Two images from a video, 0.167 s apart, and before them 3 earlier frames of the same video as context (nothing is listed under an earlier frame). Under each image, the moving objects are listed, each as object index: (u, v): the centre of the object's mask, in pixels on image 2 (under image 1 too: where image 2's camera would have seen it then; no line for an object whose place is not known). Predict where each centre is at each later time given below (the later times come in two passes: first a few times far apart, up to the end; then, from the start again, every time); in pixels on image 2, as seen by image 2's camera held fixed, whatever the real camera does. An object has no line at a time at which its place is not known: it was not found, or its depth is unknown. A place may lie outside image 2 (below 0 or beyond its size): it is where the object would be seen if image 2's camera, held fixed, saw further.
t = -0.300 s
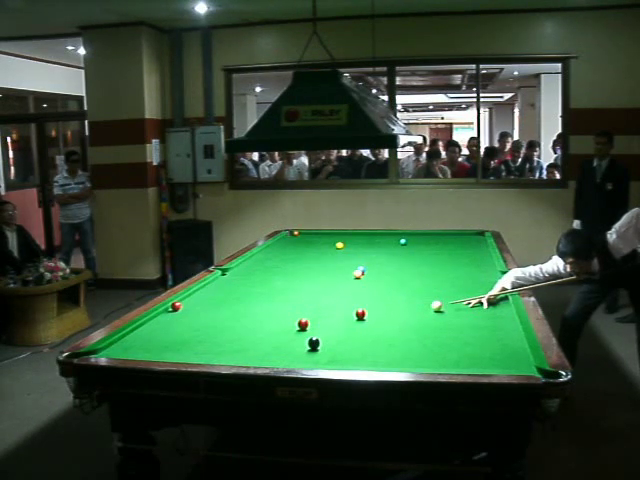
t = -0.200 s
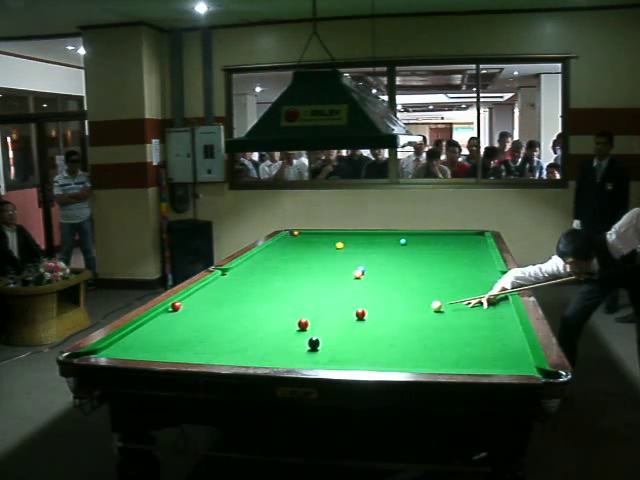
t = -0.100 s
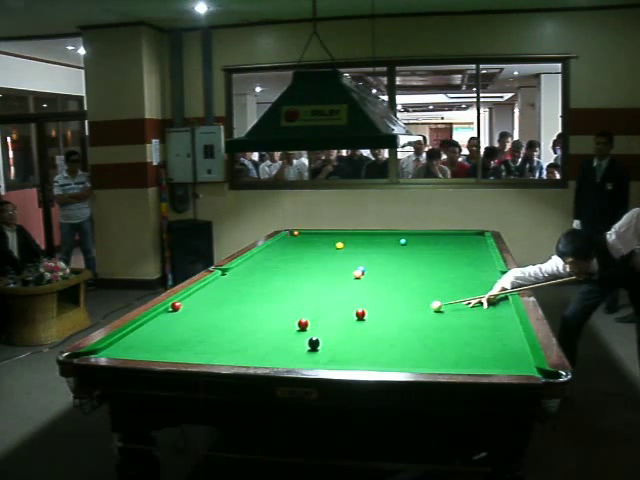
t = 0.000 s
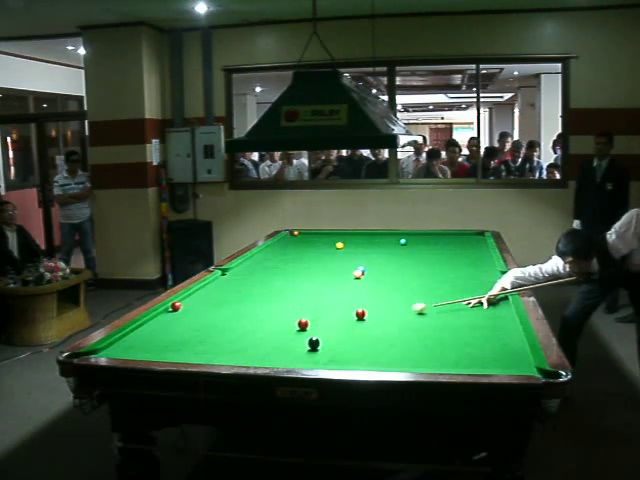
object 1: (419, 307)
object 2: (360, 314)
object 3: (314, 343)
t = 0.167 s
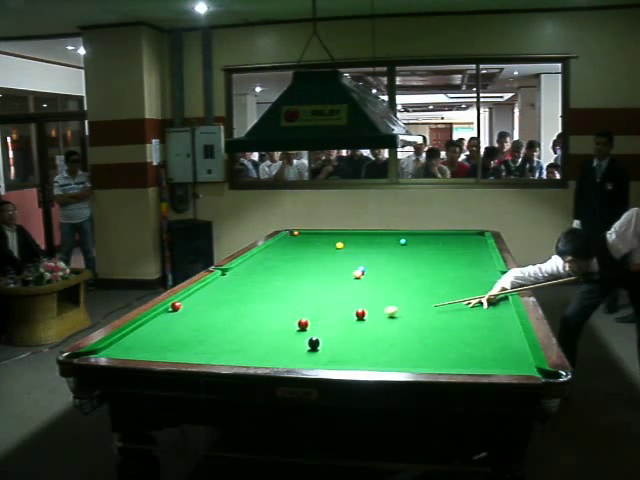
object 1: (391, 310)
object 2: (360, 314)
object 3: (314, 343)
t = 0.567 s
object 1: (362, 319)
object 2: (328, 315)
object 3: (314, 343)
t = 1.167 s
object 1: (340, 330)
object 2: (275, 315)
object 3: (314, 343)
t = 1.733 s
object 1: (323, 340)
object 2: (232, 314)
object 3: (314, 343)
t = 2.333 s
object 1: (321, 341)
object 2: (196, 314)
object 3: (302, 347)
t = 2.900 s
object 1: (321, 341)
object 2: (168, 315)
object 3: (298, 349)
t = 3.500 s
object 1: (321, 342)
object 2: (168, 315)
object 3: (298, 350)
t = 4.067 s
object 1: (321, 341)
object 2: (173, 315)
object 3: (298, 350)
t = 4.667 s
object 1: (321, 341)
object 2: (174, 315)
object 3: (298, 349)
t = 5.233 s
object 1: (321, 341)
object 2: (174, 315)
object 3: (298, 349)
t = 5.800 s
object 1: (321, 341)
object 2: (174, 315)
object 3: (297, 349)
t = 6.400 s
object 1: (321, 341)
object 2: (174, 315)
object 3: (297, 349)
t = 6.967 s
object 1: (322, 341)
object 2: (174, 315)
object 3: (298, 349)
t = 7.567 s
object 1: (321, 341)
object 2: (174, 315)
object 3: (297, 349)
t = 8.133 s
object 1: (321, 341)
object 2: (174, 315)
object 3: (298, 349)
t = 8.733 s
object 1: (321, 341)
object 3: (298, 349)
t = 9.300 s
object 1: (321, 341)
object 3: (298, 350)
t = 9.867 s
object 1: (321, 341)
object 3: (298, 350)
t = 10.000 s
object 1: (321, 341)
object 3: (298, 349)
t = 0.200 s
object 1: (385, 311)
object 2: (360, 314)
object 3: (314, 343)
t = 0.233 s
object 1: (379, 312)
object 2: (360, 314)
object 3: (314, 343)
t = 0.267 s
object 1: (374, 313)
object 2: (360, 314)
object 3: (314, 343)
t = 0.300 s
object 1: (371, 314)
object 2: (358, 314)
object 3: (314, 343)
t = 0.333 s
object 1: (370, 315)
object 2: (353, 314)
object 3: (314, 343)
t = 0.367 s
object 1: (369, 315)
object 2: (349, 314)
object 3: (314, 343)
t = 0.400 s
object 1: (368, 316)
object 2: (345, 314)
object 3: (314, 343)
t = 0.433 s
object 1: (367, 316)
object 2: (341, 314)
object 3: (314, 343)
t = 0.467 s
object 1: (366, 317)
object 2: (338, 314)
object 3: (313, 343)
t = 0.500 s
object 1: (364, 318)
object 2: (335, 314)
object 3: (314, 343)
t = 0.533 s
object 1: (363, 319)
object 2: (332, 315)
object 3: (314, 343)
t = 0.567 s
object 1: (362, 319)
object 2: (328, 315)
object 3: (314, 343)
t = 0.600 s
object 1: (361, 320)
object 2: (325, 315)
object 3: (314, 343)
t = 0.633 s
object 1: (359, 320)
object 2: (322, 315)
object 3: (314, 343)
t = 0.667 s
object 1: (358, 321)
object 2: (319, 315)
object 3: (314, 343)
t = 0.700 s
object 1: (357, 322)
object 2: (316, 314)
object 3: (314, 343)
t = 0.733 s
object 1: (355, 322)
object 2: (313, 315)
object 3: (314, 343)
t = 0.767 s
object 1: (355, 323)
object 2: (310, 314)
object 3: (314, 343)
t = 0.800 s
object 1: (353, 324)
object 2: (307, 314)
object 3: (314, 343)
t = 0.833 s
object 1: (352, 325)
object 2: (304, 314)
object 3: (314, 343)
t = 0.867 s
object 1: (350, 325)
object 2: (300, 314)
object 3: (314, 343)
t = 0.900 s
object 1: (349, 326)
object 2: (297, 315)
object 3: (314, 343)
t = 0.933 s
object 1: (348, 326)
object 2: (295, 315)
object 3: (314, 343)
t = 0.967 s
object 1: (347, 327)
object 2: (292, 314)
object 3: (314, 343)
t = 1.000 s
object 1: (346, 327)
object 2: (289, 315)
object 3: (314, 343)
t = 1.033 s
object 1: (345, 328)
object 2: (286, 315)
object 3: (314, 343)
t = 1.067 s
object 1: (344, 329)
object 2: (283, 315)
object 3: (314, 343)
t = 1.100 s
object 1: (342, 329)
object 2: (281, 315)
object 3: (314, 343)
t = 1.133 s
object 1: (341, 330)
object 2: (278, 315)
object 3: (314, 343)
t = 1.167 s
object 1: (340, 330)
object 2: (275, 315)
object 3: (314, 343)
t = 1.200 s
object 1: (339, 331)
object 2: (272, 315)
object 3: (314, 343)
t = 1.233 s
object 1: (338, 331)
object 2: (270, 315)
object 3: (314, 343)
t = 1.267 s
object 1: (337, 332)
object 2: (267, 314)
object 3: (314, 343)
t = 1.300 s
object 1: (336, 333)
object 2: (264, 315)
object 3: (314, 343)
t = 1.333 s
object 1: (334, 333)
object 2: (262, 315)
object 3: (314, 343)
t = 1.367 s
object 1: (333, 334)
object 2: (259, 315)
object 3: (314, 343)
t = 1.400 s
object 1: (332, 335)
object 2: (257, 315)
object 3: (314, 343)
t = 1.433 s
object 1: (331, 335)
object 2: (254, 315)
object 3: (314, 343)
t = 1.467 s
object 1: (330, 336)
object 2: (251, 315)
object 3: (314, 343)
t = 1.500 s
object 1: (329, 336)
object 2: (249, 315)
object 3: (314, 343)
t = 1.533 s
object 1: (328, 336)
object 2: (246, 314)
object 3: (313, 343)
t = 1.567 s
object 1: (327, 337)
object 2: (244, 314)
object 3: (314, 343)
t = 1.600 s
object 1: (326, 338)
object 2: (241, 315)
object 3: (314, 343)
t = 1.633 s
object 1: (325, 338)
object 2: (239, 314)
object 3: (313, 343)
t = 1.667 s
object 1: (324, 339)
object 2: (237, 314)
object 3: (314, 343)
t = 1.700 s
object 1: (323, 339)
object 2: (234, 314)
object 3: (313, 343)
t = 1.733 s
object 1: (323, 340)
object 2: (232, 314)
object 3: (314, 343)
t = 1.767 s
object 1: (323, 340)
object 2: (230, 314)
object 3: (313, 344)
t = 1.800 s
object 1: (322, 340)
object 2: (228, 314)
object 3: (312, 344)
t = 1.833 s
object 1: (322, 340)
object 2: (226, 315)
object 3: (311, 344)
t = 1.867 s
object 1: (322, 340)
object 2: (223, 314)
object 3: (310, 344)
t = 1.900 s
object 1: (322, 340)
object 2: (222, 314)
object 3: (310, 345)
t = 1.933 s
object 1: (322, 340)
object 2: (219, 314)
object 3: (309, 345)
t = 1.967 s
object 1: (322, 341)
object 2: (218, 314)
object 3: (309, 345)
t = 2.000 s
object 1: (321, 341)
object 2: (215, 314)
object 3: (308, 345)
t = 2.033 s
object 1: (321, 341)
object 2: (213, 314)
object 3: (307, 346)
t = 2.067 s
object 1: (321, 341)
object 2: (211, 314)
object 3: (306, 346)
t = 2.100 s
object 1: (321, 341)
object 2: (209, 314)
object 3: (306, 346)
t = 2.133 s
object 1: (321, 341)
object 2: (207, 314)
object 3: (305, 346)
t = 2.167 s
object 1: (321, 341)
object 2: (205, 314)
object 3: (305, 346)
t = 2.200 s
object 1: (321, 341)
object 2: (203, 314)
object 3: (304, 347)
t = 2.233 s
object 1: (321, 341)
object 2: (201, 314)
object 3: (304, 346)
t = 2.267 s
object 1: (321, 341)
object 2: (200, 314)
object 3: (303, 347)
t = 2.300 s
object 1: (321, 341)
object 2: (198, 314)
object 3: (302, 347)
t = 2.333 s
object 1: (321, 341)
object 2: (196, 314)
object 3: (302, 347)
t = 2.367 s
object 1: (321, 341)
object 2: (194, 314)
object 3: (302, 347)
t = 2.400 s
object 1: (321, 341)
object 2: (192, 314)
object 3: (301, 347)
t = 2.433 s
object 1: (321, 341)
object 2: (191, 314)
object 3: (301, 348)
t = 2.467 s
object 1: (321, 341)
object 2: (189, 315)
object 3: (301, 348)
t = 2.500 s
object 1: (321, 341)
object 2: (187, 315)
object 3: (300, 348)
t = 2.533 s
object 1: (321, 341)
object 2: (185, 315)
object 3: (300, 348)
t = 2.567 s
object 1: (321, 341)
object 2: (184, 315)
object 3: (300, 348)
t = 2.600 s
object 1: (321, 341)
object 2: (182, 315)
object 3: (299, 349)
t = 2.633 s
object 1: (321, 341)
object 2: (181, 315)
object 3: (299, 349)
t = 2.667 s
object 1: (321, 341)
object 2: (179, 315)
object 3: (299, 349)
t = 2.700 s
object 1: (321, 341)
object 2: (177, 315)
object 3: (299, 349)
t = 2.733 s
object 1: (321, 341)
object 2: (175, 315)
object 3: (299, 349)
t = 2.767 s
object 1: (321, 341)
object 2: (174, 314)
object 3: (298, 349)
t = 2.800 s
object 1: (321, 341)
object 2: (172, 314)
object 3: (298, 349)
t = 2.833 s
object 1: (321, 341)
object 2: (171, 315)
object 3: (298, 349)
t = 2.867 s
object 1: (321, 341)
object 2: (169, 315)
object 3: (298, 349)
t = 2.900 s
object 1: (321, 341)
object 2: (168, 315)
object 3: (298, 349)
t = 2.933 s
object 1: (321, 341)
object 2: (167, 315)
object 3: (298, 349)
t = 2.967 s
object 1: (321, 341)
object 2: (165, 315)
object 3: (298, 349)
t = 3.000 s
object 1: (321, 341)
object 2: (164, 315)
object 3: (298, 349)
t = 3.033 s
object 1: (321, 341)
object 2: (163, 315)
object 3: (297, 349)
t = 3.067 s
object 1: (321, 341)
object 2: (161, 315)
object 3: (297, 349)
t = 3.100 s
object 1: (321, 341)
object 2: (161, 315)
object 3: (297, 349)
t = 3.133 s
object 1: (321, 341)
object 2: (161, 314)
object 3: (297, 349)
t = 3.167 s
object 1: (321, 341)
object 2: (161, 315)
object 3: (297, 349)
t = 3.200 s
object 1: (321, 341)
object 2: (162, 315)
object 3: (297, 349)
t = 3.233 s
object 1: (321, 341)
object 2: (163, 315)
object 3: (297, 349)
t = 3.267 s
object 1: (321, 341)
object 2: (163, 315)
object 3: (297, 349)
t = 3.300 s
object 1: (321, 341)
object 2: (164, 315)
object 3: (297, 349)
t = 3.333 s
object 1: (321, 342)
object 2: (165, 315)
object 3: (298, 350)
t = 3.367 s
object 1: (321, 341)
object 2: (165, 315)
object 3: (298, 349)
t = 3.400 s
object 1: (321, 342)
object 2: (166, 315)
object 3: (298, 350)
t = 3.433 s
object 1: (321, 342)
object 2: (167, 315)
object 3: (298, 350)
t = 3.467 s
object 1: (321, 342)
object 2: (167, 315)
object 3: (298, 350)
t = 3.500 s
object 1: (321, 342)
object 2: (168, 315)
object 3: (298, 350)
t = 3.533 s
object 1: (321, 342)
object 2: (168, 315)
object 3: (298, 350)
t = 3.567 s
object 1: (321, 341)
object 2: (168, 315)
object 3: (298, 350)
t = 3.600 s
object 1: (321, 341)
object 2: (169, 315)
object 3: (298, 350)
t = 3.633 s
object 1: (321, 342)
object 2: (169, 315)
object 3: (298, 350)
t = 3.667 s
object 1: (321, 341)
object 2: (169, 315)
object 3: (298, 349)
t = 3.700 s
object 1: (321, 341)
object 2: (170, 315)
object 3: (298, 349)
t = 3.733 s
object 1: (321, 341)
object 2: (170, 315)
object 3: (298, 350)
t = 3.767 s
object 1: (321, 341)
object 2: (171, 315)
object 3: (298, 349)
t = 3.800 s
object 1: (321, 341)
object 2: (171, 315)
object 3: (298, 349)
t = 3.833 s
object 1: (321, 342)
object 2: (171, 315)
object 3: (298, 350)
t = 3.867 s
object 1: (321, 342)
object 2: (172, 315)
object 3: (298, 350)
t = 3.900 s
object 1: (321, 341)
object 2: (172, 315)
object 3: (298, 349)
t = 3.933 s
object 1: (321, 342)
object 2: (172, 315)
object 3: (298, 350)
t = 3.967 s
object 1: (321, 341)
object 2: (172, 315)
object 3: (298, 349)
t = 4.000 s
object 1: (321, 341)
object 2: (173, 315)
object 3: (298, 350)
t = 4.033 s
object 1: (321, 341)
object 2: (173, 315)
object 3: (298, 349)
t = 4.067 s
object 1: (321, 341)
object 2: (173, 315)
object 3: (298, 350)
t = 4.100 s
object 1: (321, 341)
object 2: (174, 315)
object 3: (298, 349)
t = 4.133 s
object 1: (321, 342)
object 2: (174, 315)
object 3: (298, 350)
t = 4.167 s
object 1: (321, 341)
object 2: (174, 315)
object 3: (298, 349)
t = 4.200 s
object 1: (321, 342)
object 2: (174, 315)
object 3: (298, 350)
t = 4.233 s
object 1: (321, 342)
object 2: (174, 315)
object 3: (298, 350)
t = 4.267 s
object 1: (321, 341)
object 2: (174, 315)
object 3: (298, 350)
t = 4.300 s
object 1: (321, 341)
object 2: (174, 315)
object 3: (298, 349)
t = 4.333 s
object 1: (321, 342)
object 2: (174, 315)
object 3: (298, 350)
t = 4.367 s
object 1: (321, 342)
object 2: (174, 315)
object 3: (298, 350)
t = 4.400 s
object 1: (321, 341)
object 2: (174, 315)
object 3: (298, 349)
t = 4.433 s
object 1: (321, 342)
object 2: (174, 315)
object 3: (298, 350)
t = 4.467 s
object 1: (321, 342)
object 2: (174, 315)
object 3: (298, 350)
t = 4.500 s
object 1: (321, 341)
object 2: (174, 315)
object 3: (297, 349)
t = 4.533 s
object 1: (321, 341)
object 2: (174, 315)
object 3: (298, 349)
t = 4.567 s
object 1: (321, 341)
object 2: (174, 315)
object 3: (298, 349)
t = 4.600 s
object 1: (321, 341)
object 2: (174, 315)
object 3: (297, 349)
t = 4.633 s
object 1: (321, 341)
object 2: (174, 315)
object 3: (298, 350)
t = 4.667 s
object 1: (321, 341)
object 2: (174, 315)
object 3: (298, 349)
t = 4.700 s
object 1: (321, 341)
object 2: (174, 315)
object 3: (298, 349)
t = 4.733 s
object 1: (321, 341)
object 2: (174, 315)
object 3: (298, 349)
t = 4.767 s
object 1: (321, 341)
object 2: (174, 315)
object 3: (298, 349)
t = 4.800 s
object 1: (321, 341)
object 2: (174, 315)
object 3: (298, 349)
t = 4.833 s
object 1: (321, 341)
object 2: (174, 315)
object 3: (298, 349)
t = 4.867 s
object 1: (321, 341)
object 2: (174, 315)
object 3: (298, 349)
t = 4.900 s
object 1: (321, 341)
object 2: (174, 315)
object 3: (298, 349)
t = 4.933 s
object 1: (321, 341)
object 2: (174, 315)
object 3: (298, 349)
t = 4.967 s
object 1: (321, 341)
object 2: (174, 315)
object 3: (298, 349)
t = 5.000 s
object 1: (321, 341)
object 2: (174, 315)
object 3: (298, 349)
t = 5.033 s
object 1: (321, 341)
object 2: (174, 315)
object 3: (298, 349)
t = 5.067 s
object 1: (321, 341)
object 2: (174, 315)
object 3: (298, 349)
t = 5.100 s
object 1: (321, 341)
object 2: (174, 315)
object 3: (298, 350)
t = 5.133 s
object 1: (321, 341)
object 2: (174, 315)
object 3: (298, 349)
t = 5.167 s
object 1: (321, 341)
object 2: (174, 315)
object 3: (298, 349)
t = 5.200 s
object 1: (321, 341)
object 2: (174, 315)
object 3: (298, 349)
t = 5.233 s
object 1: (321, 341)
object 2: (174, 315)
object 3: (298, 349)
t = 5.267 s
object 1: (321, 341)
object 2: (174, 315)
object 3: (298, 349)
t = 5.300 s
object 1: (321, 341)
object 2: (174, 315)
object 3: (298, 349)
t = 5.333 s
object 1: (321, 341)
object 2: (174, 315)
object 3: (298, 349)
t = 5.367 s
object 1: (321, 341)
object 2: (174, 315)
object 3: (298, 349)
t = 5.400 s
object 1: (321, 341)
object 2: (174, 315)
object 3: (298, 349)
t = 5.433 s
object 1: (321, 341)
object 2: (174, 315)
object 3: (298, 349)
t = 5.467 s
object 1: (321, 341)
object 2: (174, 315)
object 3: (298, 349)
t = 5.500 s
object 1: (321, 341)
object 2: (174, 315)
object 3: (298, 349)
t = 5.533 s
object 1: (321, 341)
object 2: (174, 315)
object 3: (298, 349)
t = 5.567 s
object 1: (321, 341)
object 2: (174, 315)
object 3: (298, 349)
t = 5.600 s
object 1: (321, 341)
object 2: (174, 315)
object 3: (298, 349)
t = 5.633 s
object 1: (321, 341)
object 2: (174, 315)
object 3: (298, 349)
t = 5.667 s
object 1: (321, 341)
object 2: (174, 315)
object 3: (298, 349)
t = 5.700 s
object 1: (321, 341)
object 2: (174, 315)
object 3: (298, 349)
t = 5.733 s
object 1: (321, 341)
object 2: (174, 315)
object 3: (297, 349)
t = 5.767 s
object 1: (321, 341)
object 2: (174, 315)
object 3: (297, 349)
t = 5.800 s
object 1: (321, 341)
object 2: (174, 315)
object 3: (297, 349)
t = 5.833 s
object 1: (321, 341)
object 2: (174, 315)
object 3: (298, 350)
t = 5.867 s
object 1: (321, 341)
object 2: (174, 315)
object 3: (298, 349)
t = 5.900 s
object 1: (321, 341)
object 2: (174, 315)
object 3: (298, 350)
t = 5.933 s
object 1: (321, 341)
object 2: (174, 315)
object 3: (297, 349)
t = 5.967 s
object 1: (321, 341)
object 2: (174, 315)
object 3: (297, 349)
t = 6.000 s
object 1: (321, 341)
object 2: (174, 315)
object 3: (297, 349)
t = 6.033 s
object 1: (321, 341)
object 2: (174, 315)
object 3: (298, 350)
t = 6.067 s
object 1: (321, 341)
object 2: (174, 315)
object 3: (298, 350)
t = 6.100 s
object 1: (321, 341)
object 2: (174, 315)
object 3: (298, 350)
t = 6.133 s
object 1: (321, 341)
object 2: (174, 315)
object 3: (297, 350)
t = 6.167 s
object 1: (321, 341)
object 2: (174, 315)
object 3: (297, 350)
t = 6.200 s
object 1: (320, 341)
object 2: (173, 315)
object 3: (297, 349)
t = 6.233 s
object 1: (320, 341)
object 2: (173, 315)
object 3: (297, 349)
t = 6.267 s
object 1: (320, 341)
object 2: (173, 315)
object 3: (297, 349)
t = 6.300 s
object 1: (320, 341)
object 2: (174, 315)
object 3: (297, 349)
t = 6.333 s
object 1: (321, 341)
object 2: (174, 315)
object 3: (297, 350)
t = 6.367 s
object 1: (321, 341)
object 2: (174, 315)
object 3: (297, 350)
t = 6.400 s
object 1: (321, 341)
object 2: (174, 315)
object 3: (297, 349)
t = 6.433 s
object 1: (321, 341)
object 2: (174, 315)
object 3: (297, 349)
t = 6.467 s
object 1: (320, 341)
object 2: (174, 315)
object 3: (297, 349)
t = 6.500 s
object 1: (321, 341)
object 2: (174, 315)
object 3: (297, 349)
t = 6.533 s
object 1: (321, 341)
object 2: (174, 315)
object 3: (298, 350)
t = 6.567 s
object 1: (321, 341)
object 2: (174, 315)
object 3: (298, 350)
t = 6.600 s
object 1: (321, 341)
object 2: (174, 315)
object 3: (297, 350)
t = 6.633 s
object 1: (321, 341)
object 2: (174, 315)
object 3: (298, 350)
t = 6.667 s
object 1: (321, 341)
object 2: (174, 315)
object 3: (297, 349)
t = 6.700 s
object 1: (321, 341)
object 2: (174, 315)
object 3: (297, 350)
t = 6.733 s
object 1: (321, 341)
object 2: (174, 315)
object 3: (297, 349)
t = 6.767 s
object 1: (321, 341)
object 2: (174, 315)
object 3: (297, 350)
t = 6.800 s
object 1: (321, 341)
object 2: (174, 315)
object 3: (298, 349)
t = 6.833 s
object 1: (321, 341)
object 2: (174, 315)
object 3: (298, 350)
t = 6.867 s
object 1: (321, 341)
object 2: (174, 315)
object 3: (298, 350)
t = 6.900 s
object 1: (321, 341)
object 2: (174, 315)
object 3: (298, 349)
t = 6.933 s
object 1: (321, 341)
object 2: (174, 315)
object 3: (297, 350)
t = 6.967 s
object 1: (322, 341)
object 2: (174, 315)
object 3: (298, 349)
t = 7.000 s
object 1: (321, 341)
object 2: (174, 315)
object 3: (297, 350)
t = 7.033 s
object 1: (322, 341)
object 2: (174, 315)
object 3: (298, 349)
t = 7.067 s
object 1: (321, 341)
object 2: (174, 315)
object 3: (297, 350)
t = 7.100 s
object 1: (321, 341)
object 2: (174, 315)
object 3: (298, 350)
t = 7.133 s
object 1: (321, 341)
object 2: (174, 315)
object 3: (297, 349)
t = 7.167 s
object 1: (321, 341)
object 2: (174, 315)
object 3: (297, 350)
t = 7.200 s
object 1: (321, 341)
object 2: (174, 315)
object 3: (298, 349)
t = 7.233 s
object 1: (321, 341)
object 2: (174, 315)
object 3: (298, 350)
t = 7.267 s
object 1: (321, 341)
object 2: (174, 315)
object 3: (298, 349)
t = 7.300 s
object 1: (321, 341)
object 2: (174, 315)
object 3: (298, 350)
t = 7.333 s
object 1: (321, 341)
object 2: (174, 315)
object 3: (297, 350)
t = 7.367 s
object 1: (321, 341)
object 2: (174, 315)
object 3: (297, 349)
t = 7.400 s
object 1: (321, 341)
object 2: (174, 315)
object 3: (297, 349)
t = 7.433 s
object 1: (321, 341)
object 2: (174, 315)
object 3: (297, 349)
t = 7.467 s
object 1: (321, 341)
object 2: (174, 315)
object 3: (298, 350)
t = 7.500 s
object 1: (321, 341)
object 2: (174, 315)
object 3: (297, 349)
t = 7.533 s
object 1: (321, 341)
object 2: (174, 315)
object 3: (297, 349)
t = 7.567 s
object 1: (321, 341)
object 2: (174, 315)
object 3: (297, 349)
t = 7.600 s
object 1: (321, 341)
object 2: (174, 315)
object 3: (297, 349)
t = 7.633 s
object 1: (321, 341)
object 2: (174, 315)
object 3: (297, 350)
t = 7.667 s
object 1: (321, 341)
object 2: (174, 315)
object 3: (297, 349)
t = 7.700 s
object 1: (321, 341)
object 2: (174, 315)
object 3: (298, 350)
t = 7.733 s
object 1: (321, 341)
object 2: (174, 315)
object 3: (297, 349)
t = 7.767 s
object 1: (321, 341)
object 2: (174, 315)
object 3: (297, 349)
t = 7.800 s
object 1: (321, 341)
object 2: (174, 315)
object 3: (297, 349)
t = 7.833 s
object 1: (321, 341)
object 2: (174, 315)
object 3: (297, 349)
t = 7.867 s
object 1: (321, 341)
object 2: (174, 315)
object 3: (297, 350)
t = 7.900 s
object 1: (321, 341)
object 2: (174, 315)
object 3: (297, 349)
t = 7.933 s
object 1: (321, 341)
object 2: (174, 315)
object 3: (297, 349)
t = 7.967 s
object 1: (321, 341)
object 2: (174, 315)
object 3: (297, 349)
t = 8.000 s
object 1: (321, 341)
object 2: (174, 315)
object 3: (297, 349)
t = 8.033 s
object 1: (321, 341)
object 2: (174, 315)
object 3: (298, 349)
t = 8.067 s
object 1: (321, 341)
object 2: (174, 315)
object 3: (297, 349)
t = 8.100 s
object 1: (321, 341)
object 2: (174, 315)
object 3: (297, 349)
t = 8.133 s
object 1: (321, 341)
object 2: (174, 315)
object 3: (298, 349)
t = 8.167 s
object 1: (321, 341)
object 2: (174, 315)
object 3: (298, 349)
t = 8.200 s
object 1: (321, 341)
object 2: (174, 315)
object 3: (298, 350)
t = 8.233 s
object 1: (321, 341)
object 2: (174, 315)
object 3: (298, 349)
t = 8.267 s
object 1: (321, 341)
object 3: (298, 349)
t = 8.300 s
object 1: (321, 341)
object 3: (298, 350)
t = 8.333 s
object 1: (321, 341)
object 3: (298, 350)
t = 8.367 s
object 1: (321, 341)
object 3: (298, 349)
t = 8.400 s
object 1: (321, 341)
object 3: (298, 349)
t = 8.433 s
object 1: (321, 341)
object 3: (298, 349)
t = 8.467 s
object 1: (321, 341)
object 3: (298, 349)
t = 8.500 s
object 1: (321, 341)
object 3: (298, 349)
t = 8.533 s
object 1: (321, 341)
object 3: (298, 350)
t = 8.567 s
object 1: (321, 341)
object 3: (298, 350)
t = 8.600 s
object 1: (321, 341)
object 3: (298, 349)
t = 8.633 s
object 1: (321, 341)
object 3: (298, 350)
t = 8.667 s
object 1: (321, 341)
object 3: (298, 350)
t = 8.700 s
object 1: (321, 341)
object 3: (298, 349)
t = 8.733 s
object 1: (321, 341)
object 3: (298, 349)
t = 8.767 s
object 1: (321, 341)
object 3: (298, 349)
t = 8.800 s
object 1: (321, 341)
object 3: (298, 350)
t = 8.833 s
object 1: (321, 341)
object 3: (298, 349)
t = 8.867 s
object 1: (321, 341)
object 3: (298, 350)
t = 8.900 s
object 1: (321, 341)
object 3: (298, 350)
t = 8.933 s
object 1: (321, 341)
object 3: (298, 349)
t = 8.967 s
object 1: (321, 341)
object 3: (298, 349)
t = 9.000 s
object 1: (321, 341)
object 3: (298, 349)
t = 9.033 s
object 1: (321, 341)
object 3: (298, 350)
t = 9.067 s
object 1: (321, 341)
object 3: (298, 350)
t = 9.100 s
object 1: (321, 341)
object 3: (298, 349)
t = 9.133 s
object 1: (321, 341)
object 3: (298, 350)
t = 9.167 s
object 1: (321, 341)
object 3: (298, 350)
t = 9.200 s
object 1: (321, 341)
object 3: (298, 350)
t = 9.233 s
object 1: (321, 341)
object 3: (298, 349)
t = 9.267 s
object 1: (321, 341)
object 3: (298, 350)
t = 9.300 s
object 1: (321, 341)
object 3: (298, 350)
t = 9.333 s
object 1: (321, 341)
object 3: (298, 349)
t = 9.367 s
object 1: (321, 341)
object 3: (298, 350)
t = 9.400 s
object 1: (321, 341)
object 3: (298, 349)
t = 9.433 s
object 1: (321, 341)
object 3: (298, 349)
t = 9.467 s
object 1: (321, 341)
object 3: (298, 349)
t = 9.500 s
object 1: (321, 341)
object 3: (298, 350)
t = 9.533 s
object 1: (321, 341)
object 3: (298, 350)
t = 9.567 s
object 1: (321, 341)
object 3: (298, 349)
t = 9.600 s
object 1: (321, 341)
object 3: (298, 350)
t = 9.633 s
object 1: (322, 341)
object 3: (298, 350)
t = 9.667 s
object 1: (321, 341)
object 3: (298, 349)
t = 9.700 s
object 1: (321, 341)
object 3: (298, 349)
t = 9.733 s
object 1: (321, 341)
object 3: (298, 350)
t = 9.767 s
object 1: (321, 341)
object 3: (298, 350)
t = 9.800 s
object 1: (321, 341)
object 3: (298, 349)
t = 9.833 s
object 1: (322, 341)
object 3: (298, 350)
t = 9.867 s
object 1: (321, 341)
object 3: (298, 350)
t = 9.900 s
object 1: (321, 341)
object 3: (298, 350)
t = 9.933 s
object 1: (321, 341)
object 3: (298, 350)
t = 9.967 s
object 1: (321, 341)
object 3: (298, 350)
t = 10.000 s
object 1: (321, 341)
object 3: (298, 349)
